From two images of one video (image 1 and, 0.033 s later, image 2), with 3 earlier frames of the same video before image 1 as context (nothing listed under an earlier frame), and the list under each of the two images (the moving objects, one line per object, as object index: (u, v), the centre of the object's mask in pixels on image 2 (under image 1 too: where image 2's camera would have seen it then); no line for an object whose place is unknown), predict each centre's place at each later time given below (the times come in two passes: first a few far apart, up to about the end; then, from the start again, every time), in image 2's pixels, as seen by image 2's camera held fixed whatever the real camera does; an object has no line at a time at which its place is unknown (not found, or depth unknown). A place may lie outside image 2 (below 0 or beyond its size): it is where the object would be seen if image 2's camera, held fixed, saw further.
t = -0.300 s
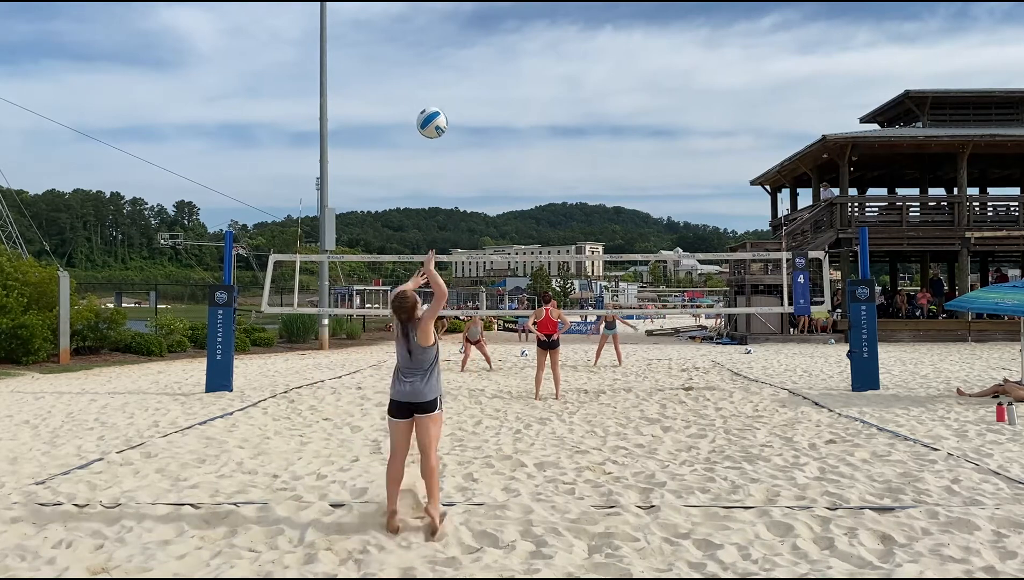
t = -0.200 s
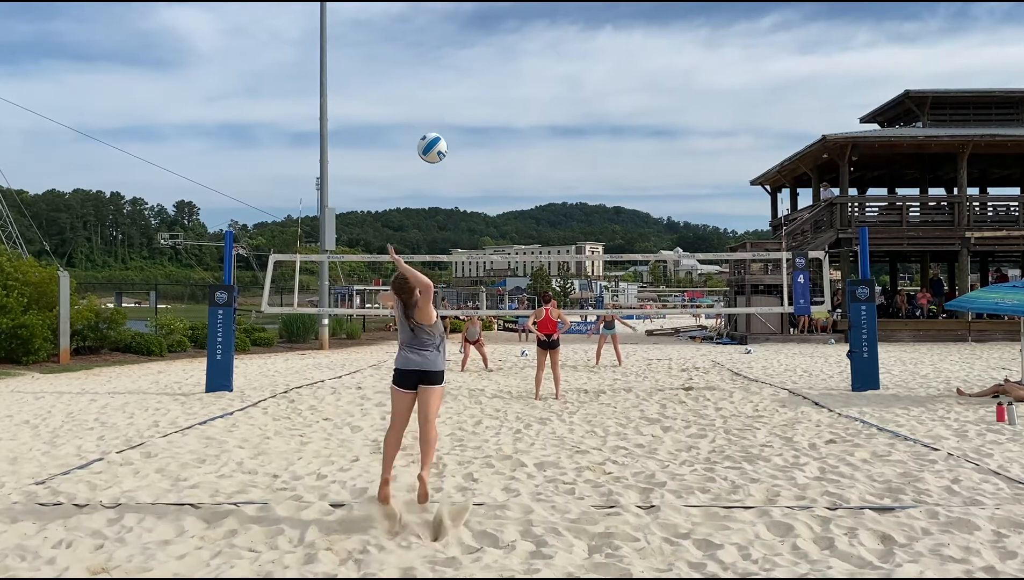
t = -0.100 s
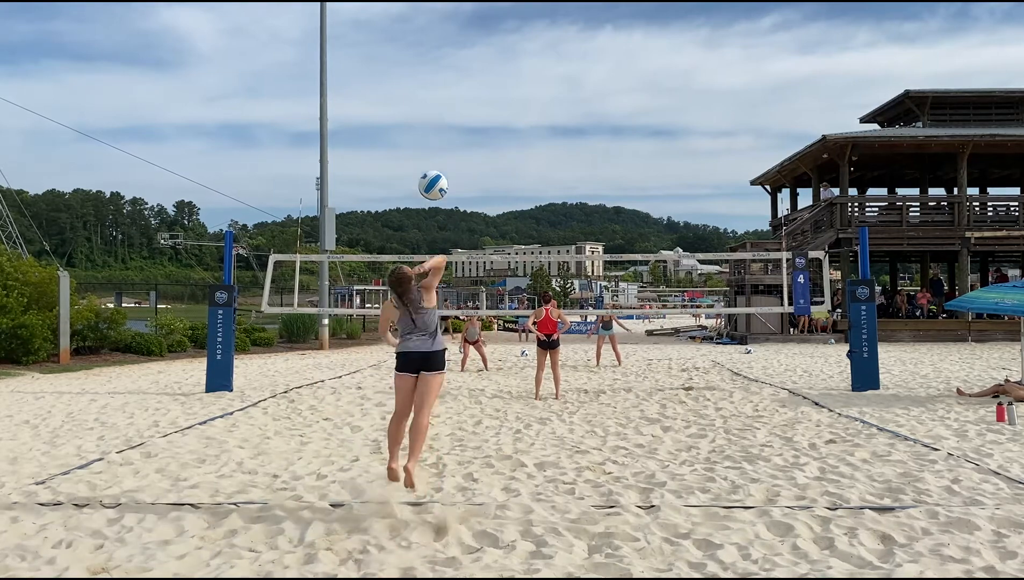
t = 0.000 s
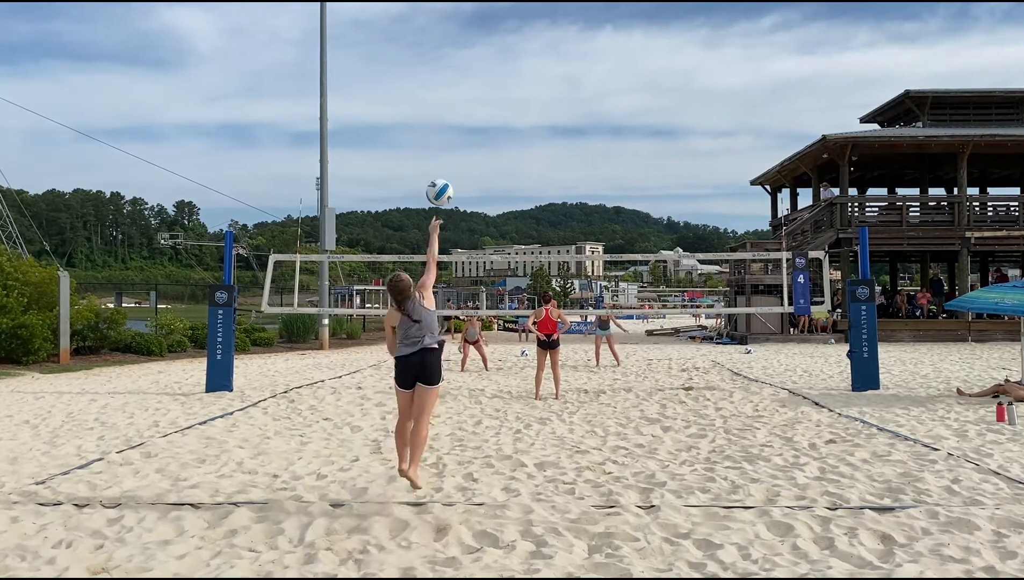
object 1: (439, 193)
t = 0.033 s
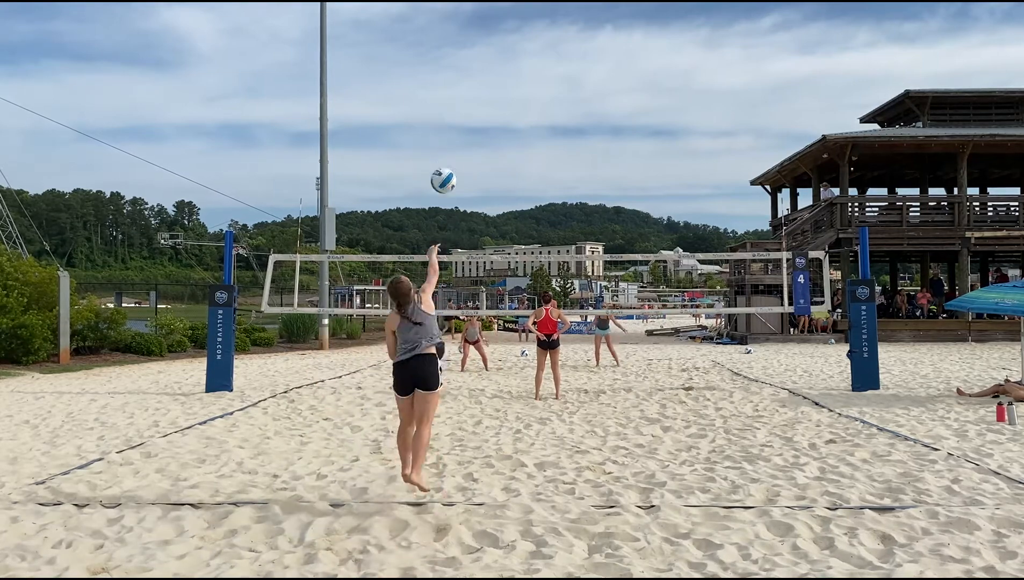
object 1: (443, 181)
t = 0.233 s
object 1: (458, 148)
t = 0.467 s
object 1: (466, 154)
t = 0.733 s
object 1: (467, 189)
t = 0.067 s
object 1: (447, 171)
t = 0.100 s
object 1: (449, 164)
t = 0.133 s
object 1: (452, 158)
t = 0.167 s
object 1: (454, 153)
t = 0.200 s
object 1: (456, 150)
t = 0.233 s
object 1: (458, 148)
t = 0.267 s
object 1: (460, 147)
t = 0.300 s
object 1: (461, 146)
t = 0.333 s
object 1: (463, 147)
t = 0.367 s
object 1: (464, 148)
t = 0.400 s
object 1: (465, 149)
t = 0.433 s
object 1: (466, 152)
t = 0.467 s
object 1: (466, 154)
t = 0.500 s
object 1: (467, 157)
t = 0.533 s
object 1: (467, 161)
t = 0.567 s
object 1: (467, 165)
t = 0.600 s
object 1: (467, 169)
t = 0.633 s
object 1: (467, 174)
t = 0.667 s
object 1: (467, 179)
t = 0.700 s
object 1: (467, 184)
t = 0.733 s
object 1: (467, 189)
